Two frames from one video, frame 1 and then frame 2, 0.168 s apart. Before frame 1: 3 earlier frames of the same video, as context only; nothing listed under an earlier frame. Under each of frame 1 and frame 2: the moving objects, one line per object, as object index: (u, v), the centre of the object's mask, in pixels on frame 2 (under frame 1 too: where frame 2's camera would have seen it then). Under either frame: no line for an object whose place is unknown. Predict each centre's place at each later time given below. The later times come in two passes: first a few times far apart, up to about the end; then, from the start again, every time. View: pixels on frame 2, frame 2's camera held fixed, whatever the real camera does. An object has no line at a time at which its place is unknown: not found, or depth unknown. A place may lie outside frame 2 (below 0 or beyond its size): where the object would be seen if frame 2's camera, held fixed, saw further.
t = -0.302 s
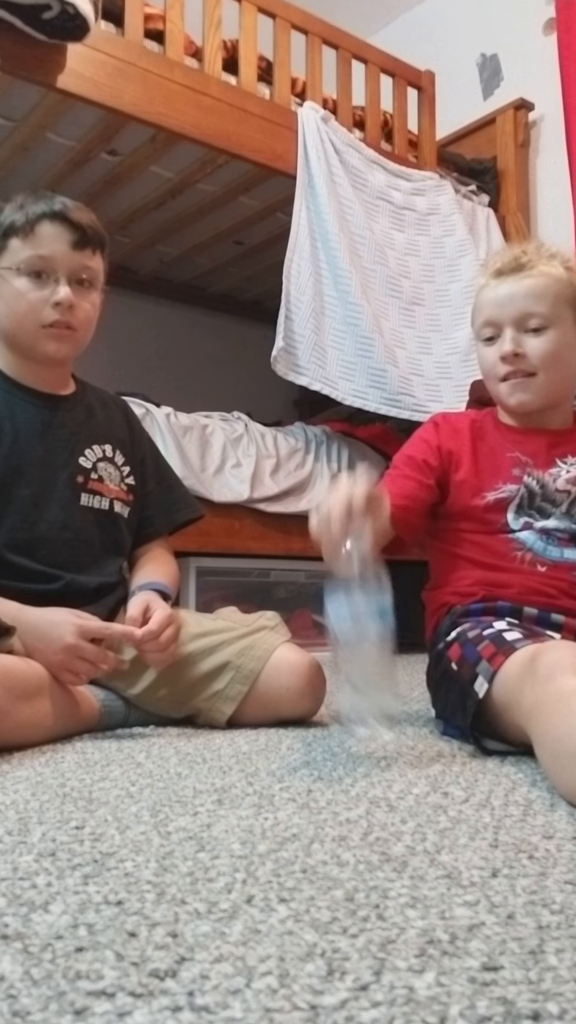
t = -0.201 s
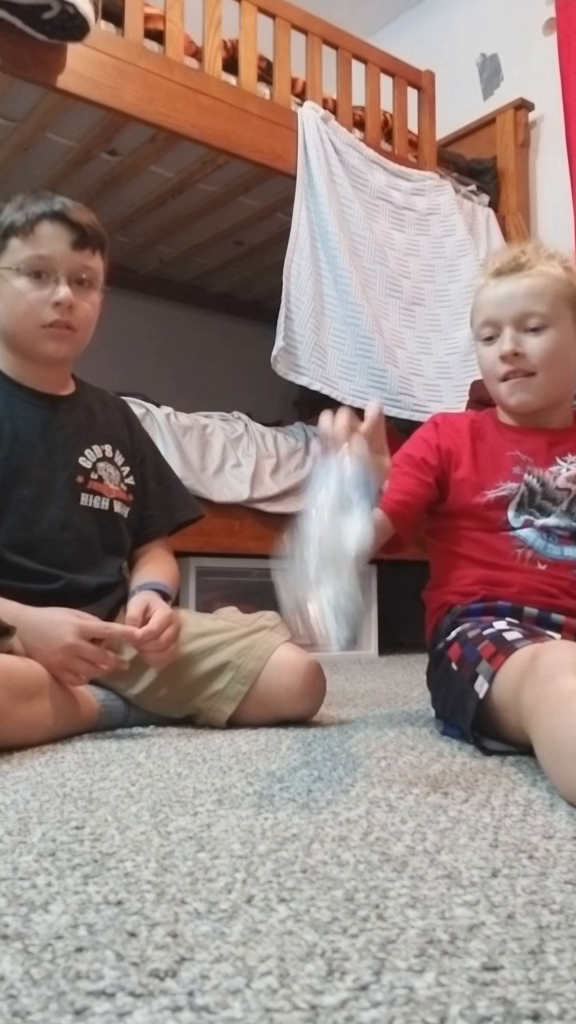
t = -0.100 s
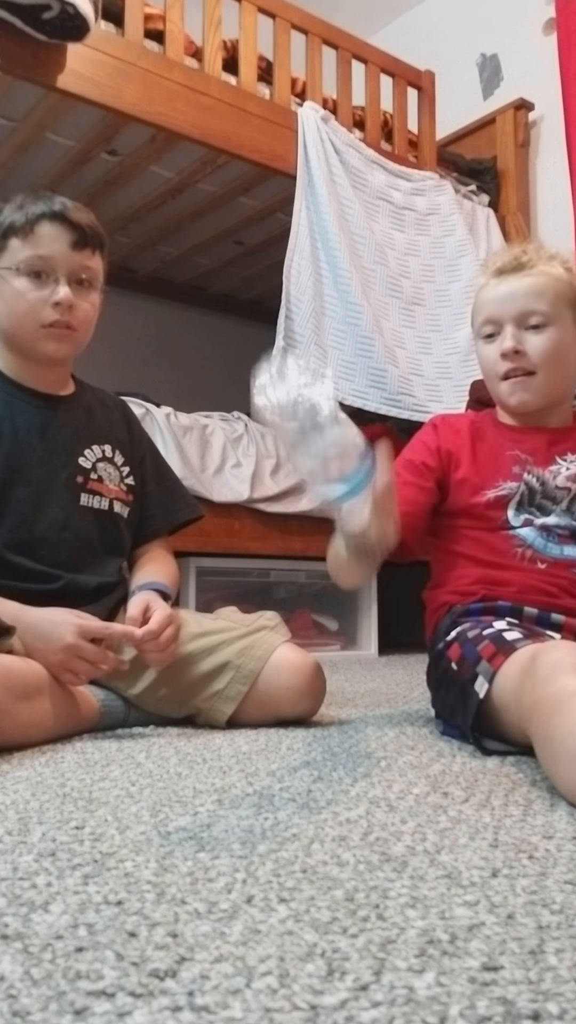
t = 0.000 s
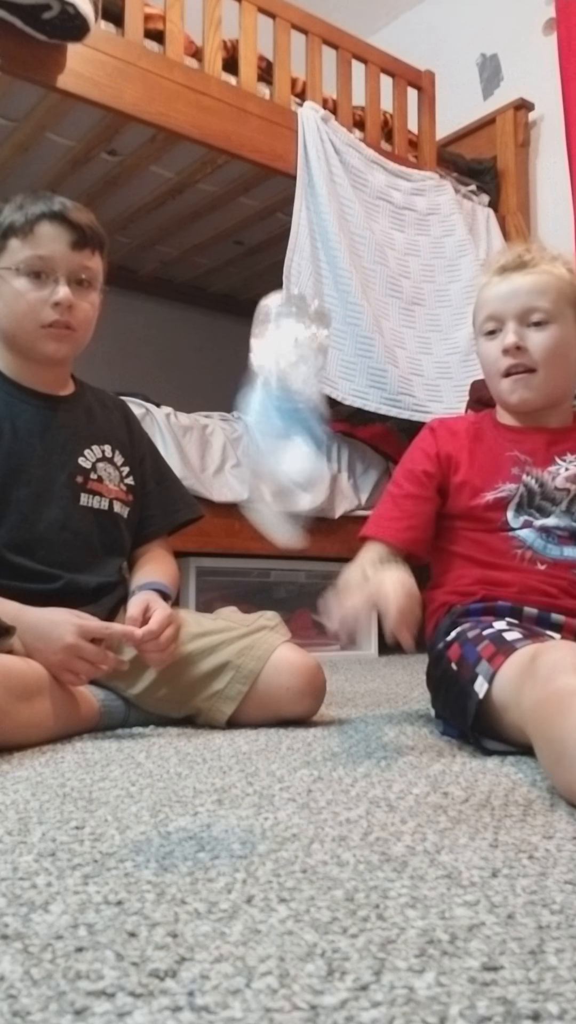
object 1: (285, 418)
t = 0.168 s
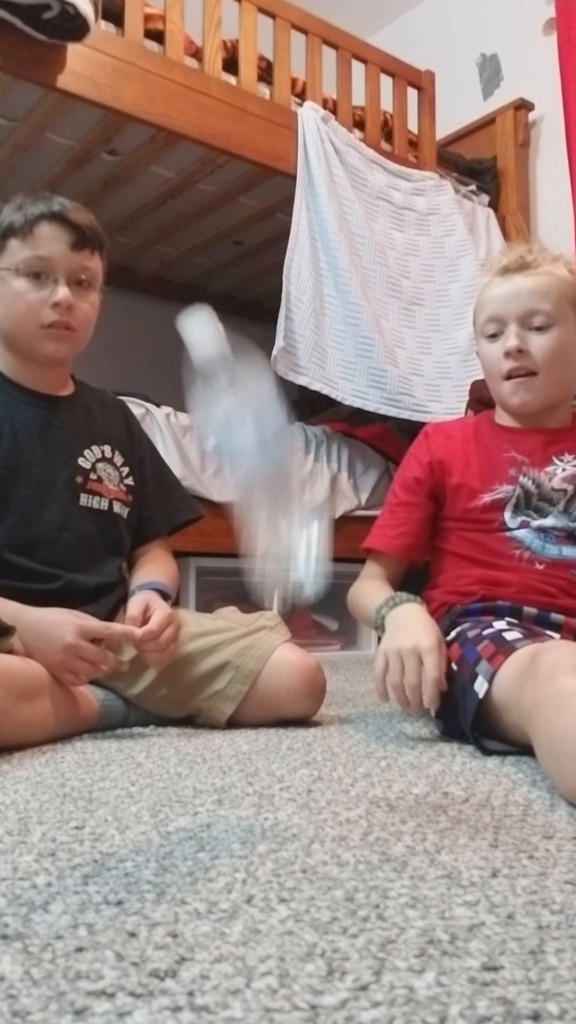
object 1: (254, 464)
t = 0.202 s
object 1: (258, 511)
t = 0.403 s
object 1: (310, 684)
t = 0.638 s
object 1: (386, 709)
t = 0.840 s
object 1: (408, 762)
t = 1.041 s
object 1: (409, 762)
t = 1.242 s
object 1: (409, 763)
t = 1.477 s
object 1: (404, 763)
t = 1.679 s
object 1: (400, 763)
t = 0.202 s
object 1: (258, 511)
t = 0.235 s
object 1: (258, 605)
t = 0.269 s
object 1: (268, 681)
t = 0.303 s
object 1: (282, 681)
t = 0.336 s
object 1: (290, 682)
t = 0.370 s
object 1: (299, 685)
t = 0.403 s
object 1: (310, 684)
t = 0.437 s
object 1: (321, 686)
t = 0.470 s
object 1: (332, 688)
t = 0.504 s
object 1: (342, 690)
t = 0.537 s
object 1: (352, 695)
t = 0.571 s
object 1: (360, 699)
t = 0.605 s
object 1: (373, 703)
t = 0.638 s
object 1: (386, 709)
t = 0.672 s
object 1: (392, 723)
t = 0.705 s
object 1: (393, 749)
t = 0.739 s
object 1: (409, 755)
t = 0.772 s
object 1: (407, 755)
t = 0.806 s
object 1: (407, 761)
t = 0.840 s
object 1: (408, 762)
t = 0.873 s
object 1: (408, 761)
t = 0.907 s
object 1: (409, 762)
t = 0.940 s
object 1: (408, 761)
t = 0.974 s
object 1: (409, 762)
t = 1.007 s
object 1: (408, 761)
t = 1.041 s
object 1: (409, 762)
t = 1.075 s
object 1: (409, 762)
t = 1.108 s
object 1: (409, 763)
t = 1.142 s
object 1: (409, 763)
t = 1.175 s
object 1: (409, 762)
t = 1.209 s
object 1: (410, 763)
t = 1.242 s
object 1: (409, 763)
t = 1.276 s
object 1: (408, 762)
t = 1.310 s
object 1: (408, 762)
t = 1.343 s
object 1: (408, 762)
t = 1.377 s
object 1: (407, 763)
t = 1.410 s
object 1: (407, 763)
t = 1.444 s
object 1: (406, 763)
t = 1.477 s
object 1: (404, 763)
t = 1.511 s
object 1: (403, 763)
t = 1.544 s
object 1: (402, 763)
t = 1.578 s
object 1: (401, 763)
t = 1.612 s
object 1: (401, 763)
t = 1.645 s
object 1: (401, 763)
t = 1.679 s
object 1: (400, 763)
